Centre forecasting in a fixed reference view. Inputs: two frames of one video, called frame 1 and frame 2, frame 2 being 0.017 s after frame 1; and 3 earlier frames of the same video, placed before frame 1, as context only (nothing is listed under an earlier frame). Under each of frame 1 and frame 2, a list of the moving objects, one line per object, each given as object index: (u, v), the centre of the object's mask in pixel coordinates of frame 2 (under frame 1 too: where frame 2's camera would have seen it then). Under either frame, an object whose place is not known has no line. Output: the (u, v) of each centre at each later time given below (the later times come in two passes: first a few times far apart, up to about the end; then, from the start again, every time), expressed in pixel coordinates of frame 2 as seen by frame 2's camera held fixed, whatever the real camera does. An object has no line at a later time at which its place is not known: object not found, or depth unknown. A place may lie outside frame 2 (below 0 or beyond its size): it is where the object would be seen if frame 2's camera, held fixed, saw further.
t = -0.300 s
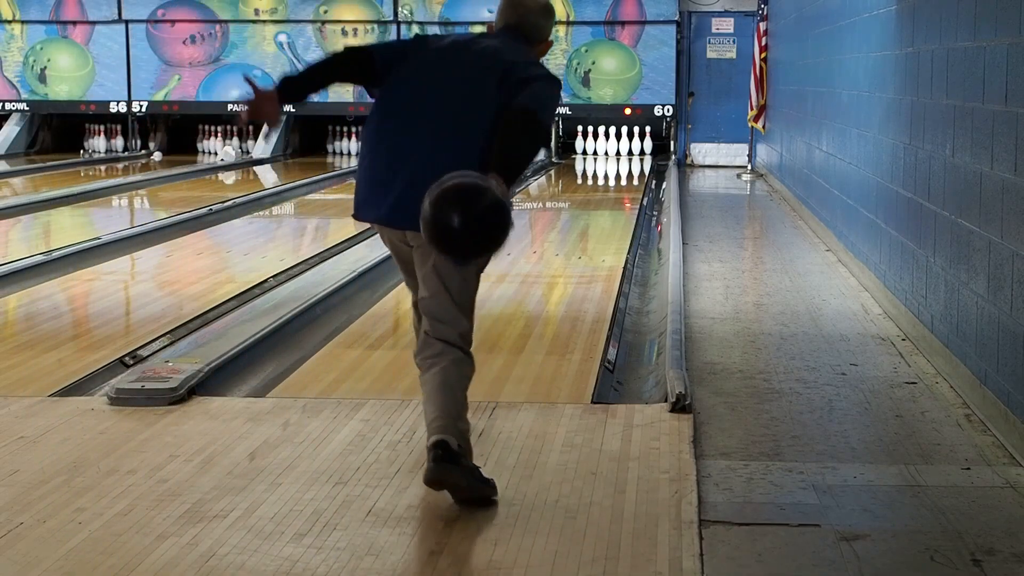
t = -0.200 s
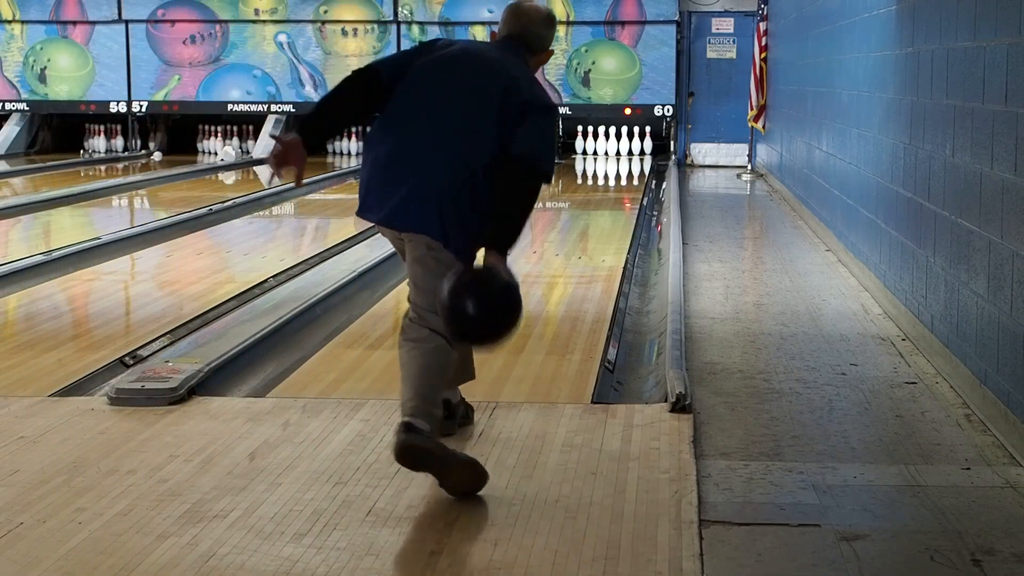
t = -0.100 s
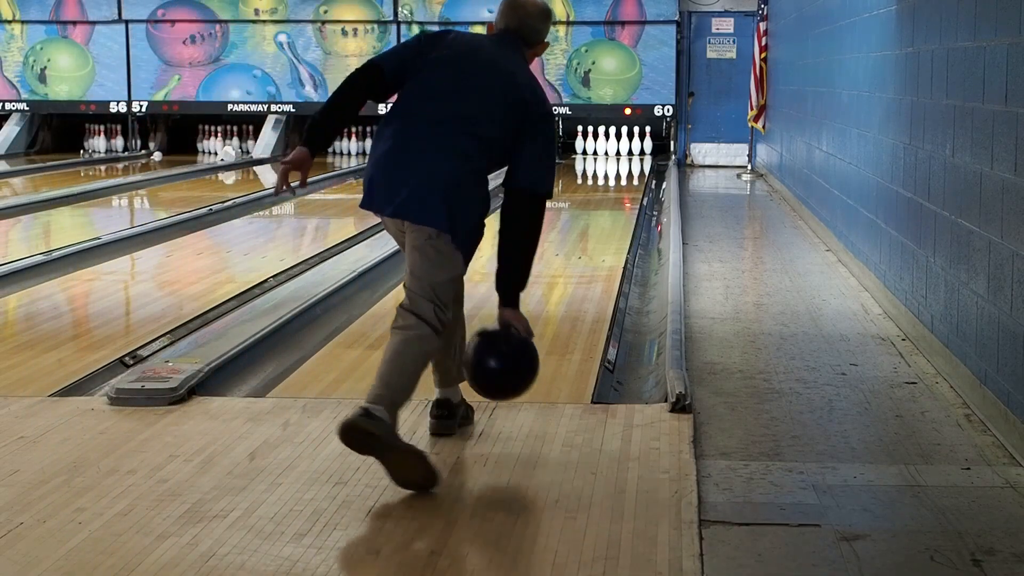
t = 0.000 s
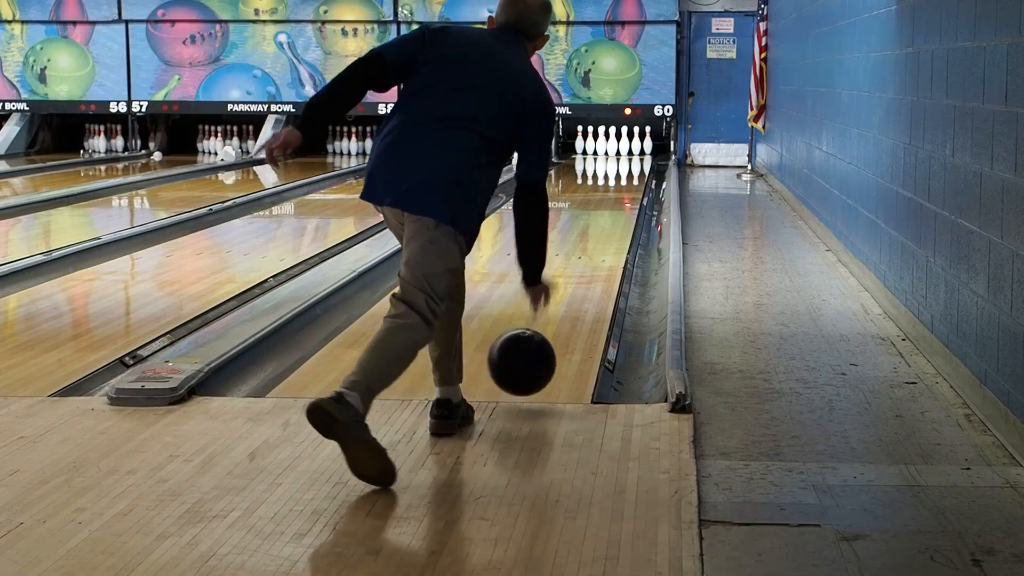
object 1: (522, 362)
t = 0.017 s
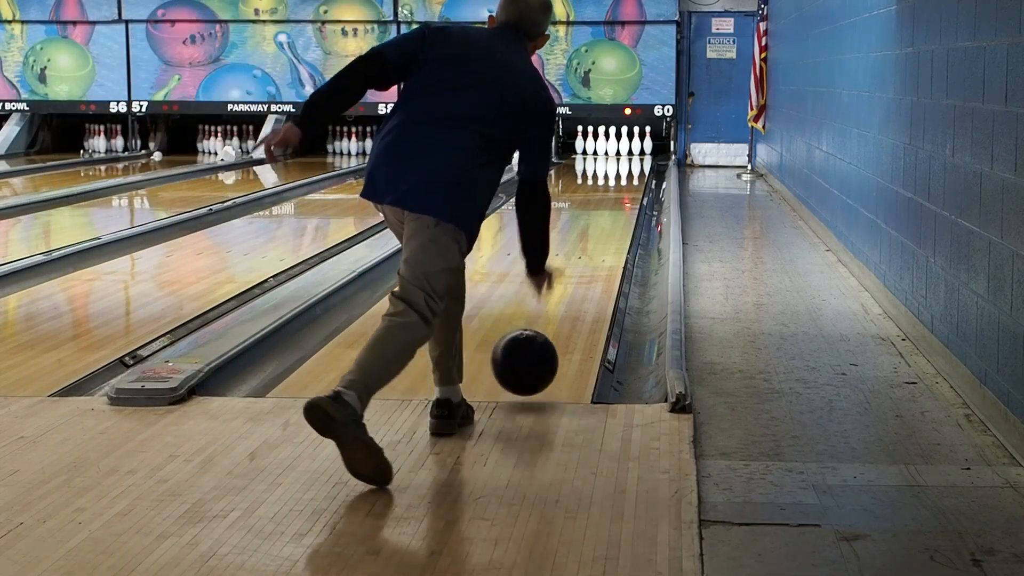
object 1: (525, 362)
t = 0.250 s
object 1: (557, 308)
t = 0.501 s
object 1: (580, 266)
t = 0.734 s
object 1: (595, 240)
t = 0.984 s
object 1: (606, 220)
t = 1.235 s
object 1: (613, 204)
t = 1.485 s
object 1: (618, 192)
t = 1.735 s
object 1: (622, 182)
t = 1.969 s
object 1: (624, 175)
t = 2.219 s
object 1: (625, 169)
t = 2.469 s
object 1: (625, 164)
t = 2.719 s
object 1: (625, 160)
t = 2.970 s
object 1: (623, 157)
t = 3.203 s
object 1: (620, 153)
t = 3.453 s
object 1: (617, 149)
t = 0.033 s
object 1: (527, 363)
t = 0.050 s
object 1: (530, 357)
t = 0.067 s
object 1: (533, 351)
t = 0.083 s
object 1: (536, 346)
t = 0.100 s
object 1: (538, 342)
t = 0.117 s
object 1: (540, 339)
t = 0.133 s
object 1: (542, 335)
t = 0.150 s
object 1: (545, 331)
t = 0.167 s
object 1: (547, 327)
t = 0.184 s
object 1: (549, 323)
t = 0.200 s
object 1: (551, 319)
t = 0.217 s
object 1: (553, 316)
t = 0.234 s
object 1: (555, 312)
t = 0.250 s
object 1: (557, 308)
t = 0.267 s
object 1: (559, 305)
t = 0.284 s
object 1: (561, 302)
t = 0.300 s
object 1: (562, 298)
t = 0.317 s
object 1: (564, 295)
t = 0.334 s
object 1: (566, 292)
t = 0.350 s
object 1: (568, 289)
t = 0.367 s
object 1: (569, 286)
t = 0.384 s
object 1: (571, 283)
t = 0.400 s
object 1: (572, 281)
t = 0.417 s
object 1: (574, 278)
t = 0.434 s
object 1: (575, 275)
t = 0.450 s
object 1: (576, 273)
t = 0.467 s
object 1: (578, 270)
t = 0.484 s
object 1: (579, 268)
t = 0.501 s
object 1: (580, 266)
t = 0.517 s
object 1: (581, 264)
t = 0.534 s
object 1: (583, 261)
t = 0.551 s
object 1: (584, 259)
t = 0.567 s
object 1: (585, 257)
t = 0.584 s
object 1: (586, 255)
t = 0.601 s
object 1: (587, 253)
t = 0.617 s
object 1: (588, 251)
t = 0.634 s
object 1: (589, 249)
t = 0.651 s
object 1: (590, 248)
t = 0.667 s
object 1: (591, 246)
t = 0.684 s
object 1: (592, 244)
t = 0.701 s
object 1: (593, 243)
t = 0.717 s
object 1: (594, 241)
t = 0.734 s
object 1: (595, 240)
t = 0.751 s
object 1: (595, 238)
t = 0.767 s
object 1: (596, 237)
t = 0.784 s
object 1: (597, 235)
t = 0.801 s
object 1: (598, 234)
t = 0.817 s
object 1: (599, 232)
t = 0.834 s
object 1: (599, 231)
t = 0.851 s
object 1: (600, 230)
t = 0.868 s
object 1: (601, 229)
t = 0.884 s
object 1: (602, 227)
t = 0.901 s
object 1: (602, 226)
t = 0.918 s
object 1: (603, 225)
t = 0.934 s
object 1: (603, 224)
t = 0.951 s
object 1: (604, 222)
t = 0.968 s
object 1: (605, 221)
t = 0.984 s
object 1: (606, 220)
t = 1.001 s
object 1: (606, 219)
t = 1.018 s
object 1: (607, 218)
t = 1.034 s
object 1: (607, 217)
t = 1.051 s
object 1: (608, 216)
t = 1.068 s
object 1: (609, 214)
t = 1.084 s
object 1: (609, 213)
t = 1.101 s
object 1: (610, 212)
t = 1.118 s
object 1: (610, 211)
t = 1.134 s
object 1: (611, 210)
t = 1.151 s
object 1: (611, 209)
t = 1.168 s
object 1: (611, 208)
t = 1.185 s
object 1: (612, 207)
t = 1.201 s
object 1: (612, 206)
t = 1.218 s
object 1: (613, 205)
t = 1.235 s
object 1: (613, 204)
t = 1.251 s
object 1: (614, 203)
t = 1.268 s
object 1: (614, 203)
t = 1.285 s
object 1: (615, 202)
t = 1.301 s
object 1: (615, 201)
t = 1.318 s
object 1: (616, 200)
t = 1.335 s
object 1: (616, 199)
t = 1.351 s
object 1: (616, 198)
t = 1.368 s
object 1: (616, 198)
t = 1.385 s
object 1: (617, 197)
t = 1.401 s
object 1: (617, 196)
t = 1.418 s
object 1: (617, 195)
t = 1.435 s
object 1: (618, 194)
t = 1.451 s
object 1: (618, 193)
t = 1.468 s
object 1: (618, 193)
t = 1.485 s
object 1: (618, 192)
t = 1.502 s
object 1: (619, 191)
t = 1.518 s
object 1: (619, 190)
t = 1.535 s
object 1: (619, 190)
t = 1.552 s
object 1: (620, 189)
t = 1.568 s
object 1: (620, 189)
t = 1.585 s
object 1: (620, 188)
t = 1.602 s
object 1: (620, 187)
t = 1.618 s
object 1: (620, 186)
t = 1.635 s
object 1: (621, 186)
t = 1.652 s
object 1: (621, 185)
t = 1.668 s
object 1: (621, 185)
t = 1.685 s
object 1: (621, 184)
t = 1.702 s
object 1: (621, 184)
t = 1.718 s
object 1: (622, 183)
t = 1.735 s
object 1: (622, 182)
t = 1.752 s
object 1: (622, 182)
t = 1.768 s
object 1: (622, 181)
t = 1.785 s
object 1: (622, 181)
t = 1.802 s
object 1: (622, 180)
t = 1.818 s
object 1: (623, 180)
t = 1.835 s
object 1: (623, 179)
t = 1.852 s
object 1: (623, 178)
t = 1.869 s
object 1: (623, 178)
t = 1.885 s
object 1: (623, 178)
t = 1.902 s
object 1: (624, 177)
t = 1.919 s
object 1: (623, 176)
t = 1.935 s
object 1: (624, 176)
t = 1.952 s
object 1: (624, 175)
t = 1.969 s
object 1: (624, 175)
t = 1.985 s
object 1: (624, 175)
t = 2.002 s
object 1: (624, 174)
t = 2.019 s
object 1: (624, 174)
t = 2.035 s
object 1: (624, 173)
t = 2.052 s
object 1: (624, 173)
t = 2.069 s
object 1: (624, 172)
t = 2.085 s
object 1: (624, 172)
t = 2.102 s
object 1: (624, 172)
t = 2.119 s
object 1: (624, 171)
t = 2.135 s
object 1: (625, 171)
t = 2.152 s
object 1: (625, 170)
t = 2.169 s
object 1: (625, 170)
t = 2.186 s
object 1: (625, 170)
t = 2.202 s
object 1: (625, 169)
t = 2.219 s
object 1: (625, 169)
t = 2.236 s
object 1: (625, 169)
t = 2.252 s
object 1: (625, 168)
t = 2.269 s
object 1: (625, 168)
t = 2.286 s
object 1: (625, 167)
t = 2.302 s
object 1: (625, 167)
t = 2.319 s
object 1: (625, 167)
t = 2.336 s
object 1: (625, 166)
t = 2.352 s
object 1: (625, 166)
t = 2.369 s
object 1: (625, 166)
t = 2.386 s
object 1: (625, 166)
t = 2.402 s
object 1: (625, 165)
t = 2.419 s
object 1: (625, 165)
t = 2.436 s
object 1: (625, 165)
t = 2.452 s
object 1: (625, 165)
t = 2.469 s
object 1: (625, 164)
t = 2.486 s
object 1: (625, 164)
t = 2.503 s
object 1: (625, 164)
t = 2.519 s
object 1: (625, 163)
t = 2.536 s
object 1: (625, 163)
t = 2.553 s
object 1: (625, 163)
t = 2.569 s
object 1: (625, 162)
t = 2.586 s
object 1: (625, 162)
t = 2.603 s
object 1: (625, 162)
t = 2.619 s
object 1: (625, 162)
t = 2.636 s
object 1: (625, 161)
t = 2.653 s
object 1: (625, 161)
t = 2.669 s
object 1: (625, 161)
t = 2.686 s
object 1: (625, 161)
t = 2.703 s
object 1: (625, 160)
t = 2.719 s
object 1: (625, 160)
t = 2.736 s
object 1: (625, 160)
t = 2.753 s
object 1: (624, 160)
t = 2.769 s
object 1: (624, 160)
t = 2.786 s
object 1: (625, 159)
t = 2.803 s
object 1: (624, 159)
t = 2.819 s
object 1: (624, 159)
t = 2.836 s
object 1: (624, 158)
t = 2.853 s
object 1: (624, 158)
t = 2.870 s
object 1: (624, 158)
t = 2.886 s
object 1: (624, 158)
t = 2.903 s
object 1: (624, 157)
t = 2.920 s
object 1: (624, 157)
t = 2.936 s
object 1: (623, 157)
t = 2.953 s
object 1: (624, 157)
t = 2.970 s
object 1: (623, 157)
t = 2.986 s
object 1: (623, 156)
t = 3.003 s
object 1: (623, 156)
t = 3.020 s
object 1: (623, 156)
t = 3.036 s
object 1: (622, 155)
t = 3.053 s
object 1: (622, 155)
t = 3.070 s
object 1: (622, 155)
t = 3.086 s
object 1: (622, 155)
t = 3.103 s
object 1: (622, 155)
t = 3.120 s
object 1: (621, 154)
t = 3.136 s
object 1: (621, 154)
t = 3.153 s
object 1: (621, 154)
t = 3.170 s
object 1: (621, 153)
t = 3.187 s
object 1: (620, 153)
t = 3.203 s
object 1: (620, 153)
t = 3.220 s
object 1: (620, 153)
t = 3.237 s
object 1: (620, 152)
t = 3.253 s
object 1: (620, 152)
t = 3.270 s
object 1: (619, 152)
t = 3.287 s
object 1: (619, 152)
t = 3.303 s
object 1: (619, 152)
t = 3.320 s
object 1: (619, 152)
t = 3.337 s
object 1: (619, 151)
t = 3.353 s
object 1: (618, 151)
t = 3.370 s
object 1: (618, 151)
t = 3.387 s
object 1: (618, 150)
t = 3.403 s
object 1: (618, 150)
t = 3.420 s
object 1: (618, 150)
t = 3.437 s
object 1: (618, 150)
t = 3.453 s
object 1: (617, 149)
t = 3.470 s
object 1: (617, 149)
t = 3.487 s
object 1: (617, 149)
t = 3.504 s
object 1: (618, 149)
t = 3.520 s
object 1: (618, 149)
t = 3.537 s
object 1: (619, 149)
